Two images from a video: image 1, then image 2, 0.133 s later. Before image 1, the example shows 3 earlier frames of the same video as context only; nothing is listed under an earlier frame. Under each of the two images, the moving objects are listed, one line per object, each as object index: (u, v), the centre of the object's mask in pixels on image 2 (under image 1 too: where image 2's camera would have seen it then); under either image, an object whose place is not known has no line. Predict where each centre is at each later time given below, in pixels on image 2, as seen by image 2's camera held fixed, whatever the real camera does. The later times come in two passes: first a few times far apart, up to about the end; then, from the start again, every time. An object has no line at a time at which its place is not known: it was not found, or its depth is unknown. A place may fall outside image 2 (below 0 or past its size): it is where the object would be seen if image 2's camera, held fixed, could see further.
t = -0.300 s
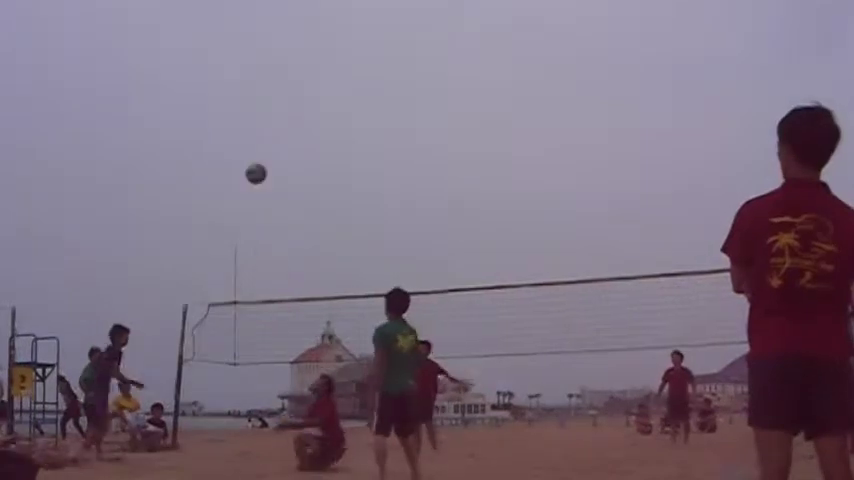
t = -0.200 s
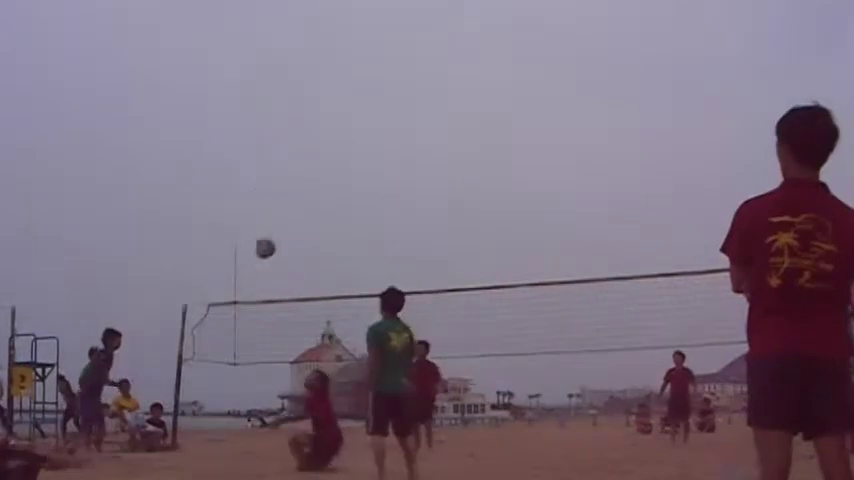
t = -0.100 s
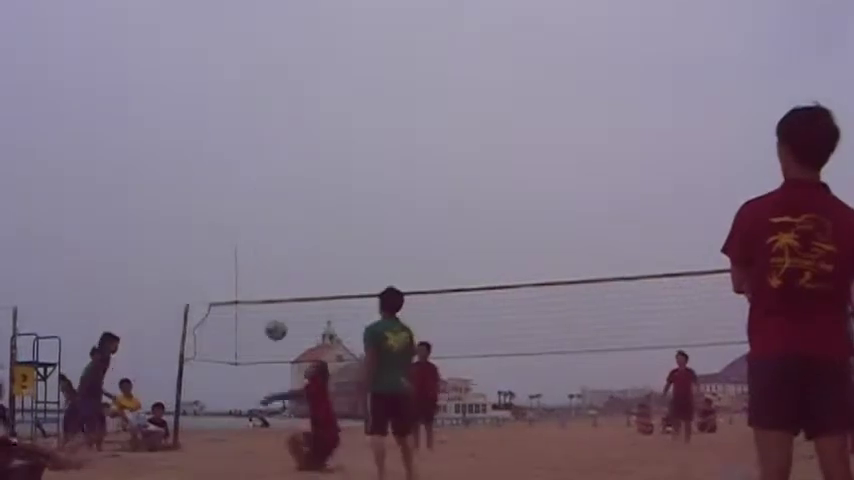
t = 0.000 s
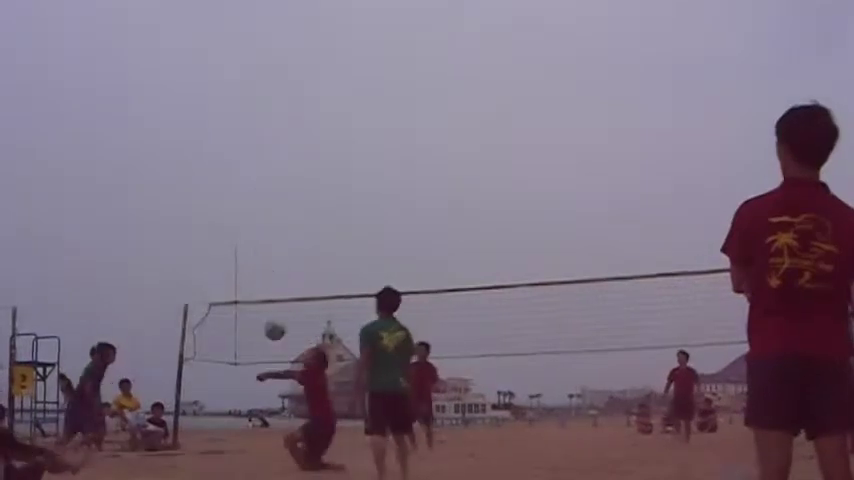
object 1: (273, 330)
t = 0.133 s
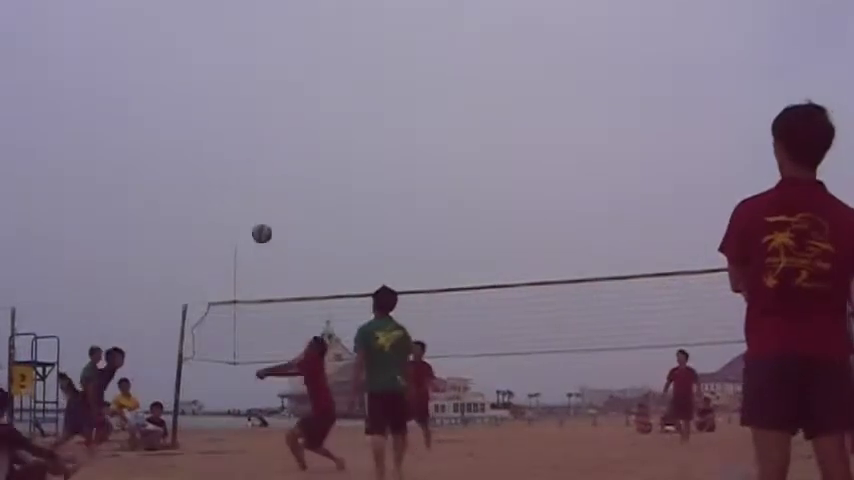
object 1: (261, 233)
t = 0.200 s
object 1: (257, 193)
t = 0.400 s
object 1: (248, 107)
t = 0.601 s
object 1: (239, 66)
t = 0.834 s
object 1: (230, 62)
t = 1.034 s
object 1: (223, 91)
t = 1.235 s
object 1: (222, 149)
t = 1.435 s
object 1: (222, 232)
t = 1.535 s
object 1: (223, 283)
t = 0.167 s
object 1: (259, 213)
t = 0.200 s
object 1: (257, 193)
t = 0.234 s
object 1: (256, 176)
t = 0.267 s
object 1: (254, 160)
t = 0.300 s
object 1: (252, 145)
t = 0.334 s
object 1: (251, 131)
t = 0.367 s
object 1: (249, 118)
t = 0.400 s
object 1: (248, 107)
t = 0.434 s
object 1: (246, 98)
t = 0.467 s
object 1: (245, 90)
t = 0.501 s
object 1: (244, 82)
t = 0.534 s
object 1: (242, 76)
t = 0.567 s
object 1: (240, 71)
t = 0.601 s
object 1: (239, 66)
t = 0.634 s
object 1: (237, 62)
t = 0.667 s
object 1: (236, 60)
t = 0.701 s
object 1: (234, 59)
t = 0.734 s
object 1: (233, 58)
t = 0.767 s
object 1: (232, 58)
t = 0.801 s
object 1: (231, 59)
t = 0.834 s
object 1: (230, 62)
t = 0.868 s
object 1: (228, 65)
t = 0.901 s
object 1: (227, 68)
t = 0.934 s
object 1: (226, 73)
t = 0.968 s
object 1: (225, 78)
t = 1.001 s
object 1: (224, 84)
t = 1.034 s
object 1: (223, 91)
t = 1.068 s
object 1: (223, 99)
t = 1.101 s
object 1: (222, 108)
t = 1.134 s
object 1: (222, 117)
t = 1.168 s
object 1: (222, 127)
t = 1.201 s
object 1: (222, 138)
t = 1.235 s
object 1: (222, 149)
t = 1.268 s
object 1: (221, 161)
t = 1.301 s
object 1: (221, 174)
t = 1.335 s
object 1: (221, 187)
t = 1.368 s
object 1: (222, 201)
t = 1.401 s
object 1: (222, 216)
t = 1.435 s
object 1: (222, 232)
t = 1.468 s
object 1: (222, 248)
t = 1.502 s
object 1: (222, 265)
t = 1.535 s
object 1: (223, 283)
